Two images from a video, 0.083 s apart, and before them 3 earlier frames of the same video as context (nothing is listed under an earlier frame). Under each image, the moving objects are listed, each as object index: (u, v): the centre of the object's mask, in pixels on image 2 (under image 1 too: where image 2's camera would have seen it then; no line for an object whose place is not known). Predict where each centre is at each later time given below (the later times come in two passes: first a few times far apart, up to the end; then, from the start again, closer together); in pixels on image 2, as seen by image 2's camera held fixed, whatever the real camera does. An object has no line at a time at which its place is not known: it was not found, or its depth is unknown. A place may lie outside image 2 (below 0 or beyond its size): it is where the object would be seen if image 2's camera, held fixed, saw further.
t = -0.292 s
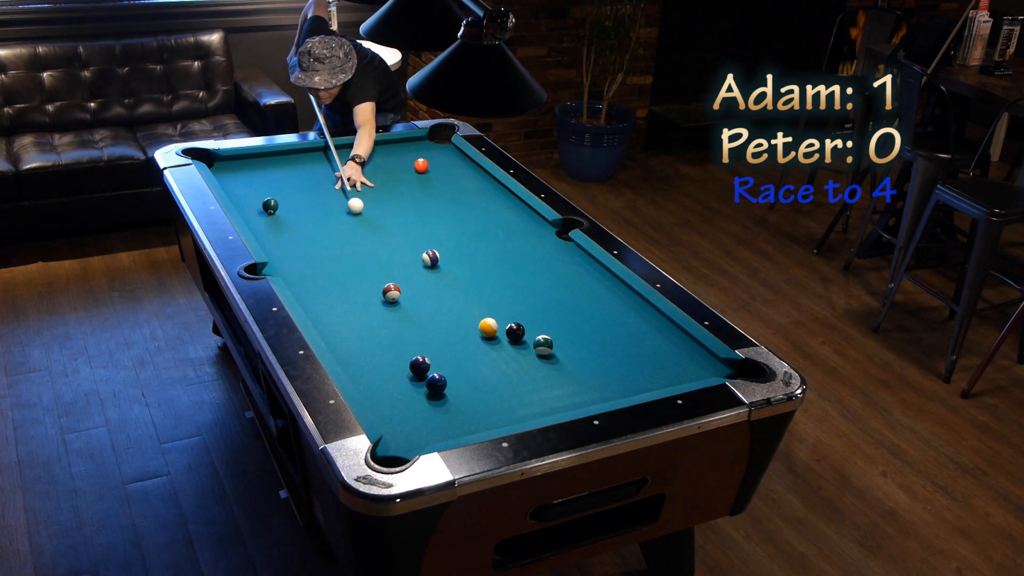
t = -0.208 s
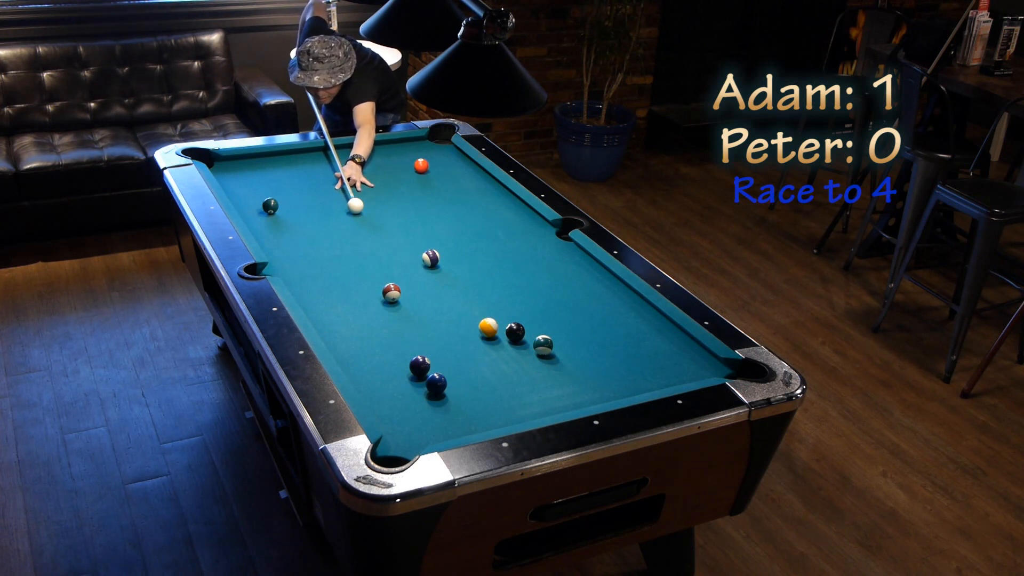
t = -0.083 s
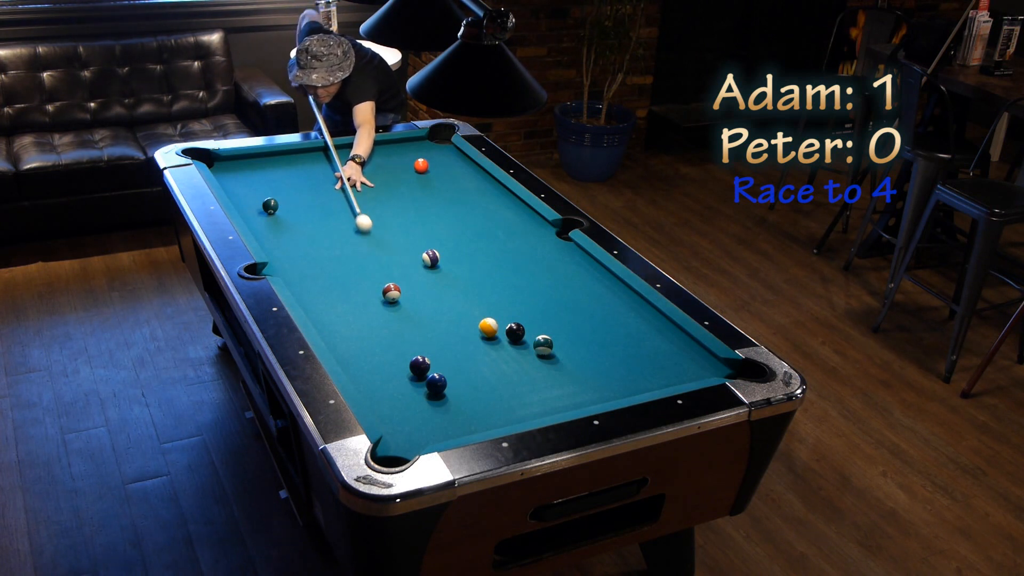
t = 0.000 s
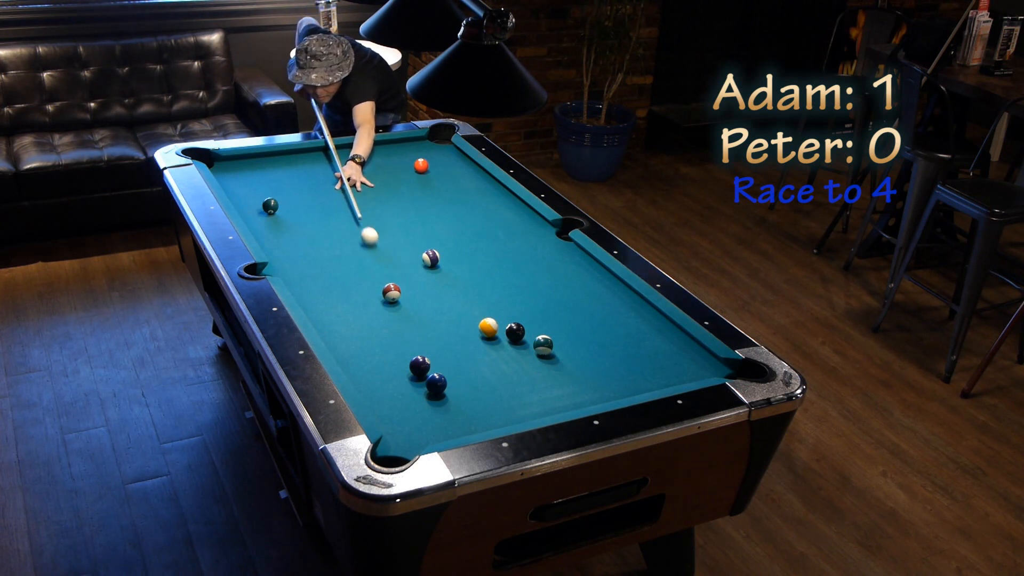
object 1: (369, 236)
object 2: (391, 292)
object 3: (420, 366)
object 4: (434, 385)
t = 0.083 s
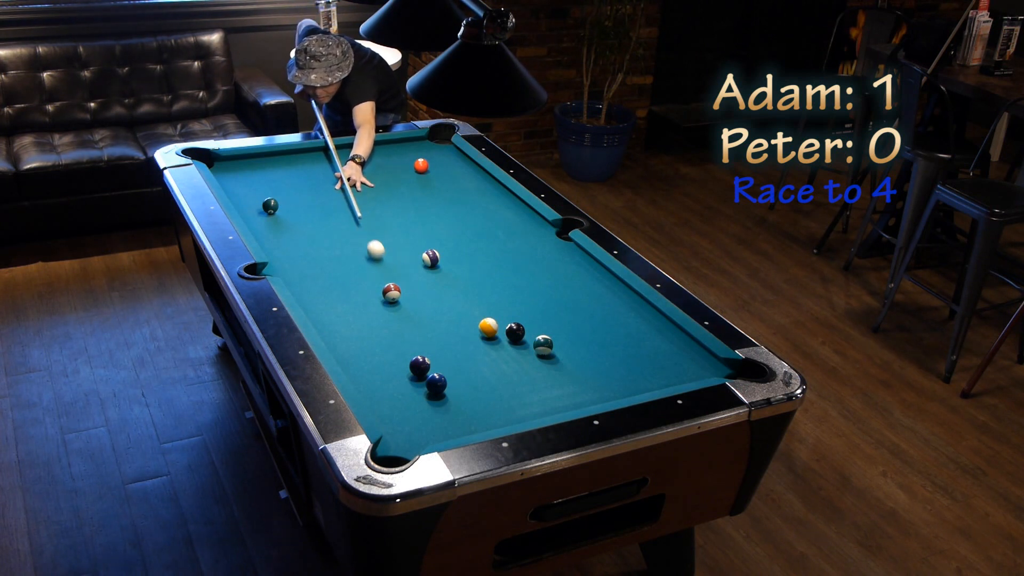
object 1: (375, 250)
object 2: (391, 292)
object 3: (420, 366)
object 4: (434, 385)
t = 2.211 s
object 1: (487, 353)
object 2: (454, 430)
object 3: (499, 380)
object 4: (443, 393)
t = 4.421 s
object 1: (508, 371)
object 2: (458, 409)
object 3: (521, 387)
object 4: (443, 394)
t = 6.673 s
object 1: (508, 371)
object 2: (458, 409)
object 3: (521, 387)
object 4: (443, 394)
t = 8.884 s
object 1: (508, 371)
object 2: (458, 409)
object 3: (521, 387)
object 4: (443, 393)
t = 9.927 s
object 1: (508, 371)
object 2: (458, 409)
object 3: (521, 387)
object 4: (443, 394)
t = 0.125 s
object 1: (379, 257)
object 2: (391, 292)
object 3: (420, 366)
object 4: (434, 385)
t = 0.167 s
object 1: (382, 264)
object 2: (391, 292)
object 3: (420, 366)
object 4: (434, 385)
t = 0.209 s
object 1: (385, 271)
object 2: (391, 292)
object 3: (420, 366)
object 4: (434, 385)
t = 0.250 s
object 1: (388, 276)
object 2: (391, 292)
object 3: (420, 366)
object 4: (434, 385)
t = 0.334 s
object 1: (394, 284)
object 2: (393, 302)
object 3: (420, 366)
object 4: (434, 385)
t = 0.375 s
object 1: (396, 285)
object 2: (394, 309)
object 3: (420, 366)
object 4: (434, 385)
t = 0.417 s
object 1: (399, 287)
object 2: (394, 315)
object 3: (420, 366)
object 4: (434, 385)
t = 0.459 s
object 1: (401, 289)
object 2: (395, 320)
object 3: (420, 366)
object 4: (434, 385)
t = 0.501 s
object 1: (404, 291)
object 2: (396, 326)
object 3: (420, 366)
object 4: (434, 385)
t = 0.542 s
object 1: (406, 292)
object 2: (397, 331)
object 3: (420, 366)
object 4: (434, 385)
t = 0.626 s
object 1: (411, 296)
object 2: (398, 343)
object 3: (420, 366)
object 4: (434, 385)
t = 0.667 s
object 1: (414, 298)
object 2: (399, 348)
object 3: (420, 366)
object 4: (434, 385)
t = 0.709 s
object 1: (416, 300)
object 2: (400, 355)
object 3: (420, 366)
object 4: (434, 385)
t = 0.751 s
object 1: (419, 301)
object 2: (401, 360)
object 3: (420, 366)
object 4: (434, 385)
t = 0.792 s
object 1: (421, 303)
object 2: (398, 364)
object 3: (424, 367)
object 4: (434, 385)
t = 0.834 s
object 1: (423, 305)
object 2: (394, 369)
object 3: (426, 368)
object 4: (434, 385)
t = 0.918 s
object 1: (428, 308)
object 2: (388, 378)
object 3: (433, 368)
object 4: (434, 384)
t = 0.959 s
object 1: (430, 310)
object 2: (385, 382)
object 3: (437, 369)
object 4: (434, 385)
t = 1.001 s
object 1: (433, 311)
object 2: (381, 388)
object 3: (440, 369)
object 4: (436, 385)
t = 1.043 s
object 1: (435, 313)
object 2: (379, 392)
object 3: (443, 370)
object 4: (437, 386)
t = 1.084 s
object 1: (437, 315)
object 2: (375, 396)
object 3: (446, 371)
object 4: (437, 387)
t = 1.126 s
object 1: (440, 316)
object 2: (372, 401)
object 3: (449, 372)
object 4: (437, 387)
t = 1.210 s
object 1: (444, 319)
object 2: (379, 406)
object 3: (453, 374)
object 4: (438, 389)
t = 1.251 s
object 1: (446, 321)
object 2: (382, 407)
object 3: (456, 375)
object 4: (439, 389)
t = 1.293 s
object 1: (448, 322)
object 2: (387, 408)
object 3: (458, 375)
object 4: (439, 389)
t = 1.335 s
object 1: (450, 324)
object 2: (391, 410)
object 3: (461, 375)
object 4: (440, 390)
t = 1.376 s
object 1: (452, 326)
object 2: (395, 412)
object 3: (463, 375)
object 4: (440, 390)
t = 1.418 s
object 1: (454, 327)
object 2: (399, 413)
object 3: (466, 376)
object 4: (441, 390)
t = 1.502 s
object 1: (458, 330)
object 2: (406, 416)
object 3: (470, 376)
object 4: (441, 391)
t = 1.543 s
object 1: (460, 331)
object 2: (410, 418)
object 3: (472, 376)
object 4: (442, 392)
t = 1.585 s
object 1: (462, 333)
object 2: (414, 420)
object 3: (474, 376)
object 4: (442, 392)
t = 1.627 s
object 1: (464, 334)
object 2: (417, 421)
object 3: (476, 377)
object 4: (442, 392)
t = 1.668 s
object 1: (466, 336)
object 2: (421, 423)
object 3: (478, 377)
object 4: (443, 392)
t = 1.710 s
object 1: (468, 337)
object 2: (424, 425)
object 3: (480, 377)
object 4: (443, 392)
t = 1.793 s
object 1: (471, 340)
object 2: (431, 427)
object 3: (484, 378)
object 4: (443, 393)
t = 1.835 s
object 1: (473, 342)
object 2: (435, 429)
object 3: (486, 378)
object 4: (443, 393)
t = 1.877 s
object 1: (475, 343)
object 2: (438, 430)
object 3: (487, 378)
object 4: (443, 393)
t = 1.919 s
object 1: (476, 344)
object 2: (441, 431)
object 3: (489, 378)
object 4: (443, 393)
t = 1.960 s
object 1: (478, 346)
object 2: (444, 432)
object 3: (491, 379)
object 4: (443, 393)
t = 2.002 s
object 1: (479, 347)
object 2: (447, 433)
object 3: (492, 379)
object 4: (443, 393)
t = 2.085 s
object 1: (483, 349)
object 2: (451, 432)
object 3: (495, 380)
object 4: (443, 393)
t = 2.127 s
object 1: (484, 351)
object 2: (452, 431)
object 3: (496, 380)
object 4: (443, 393)
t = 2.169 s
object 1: (486, 352)
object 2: (453, 430)
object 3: (498, 380)
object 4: (443, 393)
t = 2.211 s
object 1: (487, 353)
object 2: (454, 430)
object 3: (499, 380)
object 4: (443, 393)
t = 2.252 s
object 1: (489, 354)
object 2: (454, 429)
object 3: (500, 380)
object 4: (443, 393)
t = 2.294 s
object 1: (490, 356)
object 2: (455, 428)
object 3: (501, 380)
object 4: (443, 393)
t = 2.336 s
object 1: (491, 357)
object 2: (455, 427)
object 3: (502, 381)
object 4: (443, 393)
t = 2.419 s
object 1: (494, 359)
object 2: (456, 426)
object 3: (505, 381)
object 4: (443, 393)
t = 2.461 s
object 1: (495, 360)
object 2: (457, 425)
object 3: (506, 381)
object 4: (443, 393)
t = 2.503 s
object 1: (496, 361)
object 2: (457, 424)
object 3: (507, 381)
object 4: (443, 393)
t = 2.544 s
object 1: (498, 362)
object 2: (457, 423)
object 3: (507, 382)
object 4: (443, 393)
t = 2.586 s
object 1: (499, 363)
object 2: (458, 422)
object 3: (508, 381)
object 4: (443, 393)
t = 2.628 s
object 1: (500, 364)
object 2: (458, 421)
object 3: (509, 382)
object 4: (443, 393)
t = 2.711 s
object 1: (502, 365)
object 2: (458, 420)
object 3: (510, 381)
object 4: (443, 393)
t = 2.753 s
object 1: (503, 366)
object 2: (458, 419)
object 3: (511, 382)
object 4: (443, 393)
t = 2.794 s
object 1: (504, 366)
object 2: (458, 418)
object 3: (511, 382)
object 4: (443, 393)
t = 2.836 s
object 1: (504, 367)
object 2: (458, 417)
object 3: (512, 382)
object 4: (443, 393)
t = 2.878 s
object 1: (505, 368)
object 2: (458, 416)
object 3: (512, 382)
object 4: (443, 393)
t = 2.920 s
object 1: (506, 368)
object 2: (458, 415)
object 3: (513, 383)
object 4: (443, 393)
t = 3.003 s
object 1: (506, 369)
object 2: (458, 414)
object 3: (514, 383)
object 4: (443, 393)
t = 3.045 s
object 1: (507, 369)
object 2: (458, 414)
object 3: (515, 384)
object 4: (443, 393)
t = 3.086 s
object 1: (507, 369)
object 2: (458, 414)
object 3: (516, 384)
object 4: (443, 393)
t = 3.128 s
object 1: (507, 370)
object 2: (458, 412)
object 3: (516, 384)
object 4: (443, 393)
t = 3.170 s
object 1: (507, 370)
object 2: (458, 412)
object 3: (517, 385)
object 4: (443, 393)
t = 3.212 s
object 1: (508, 370)
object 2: (458, 412)
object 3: (517, 385)
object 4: (443, 393)
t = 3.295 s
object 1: (508, 370)
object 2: (457, 411)
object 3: (518, 386)
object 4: (443, 393)
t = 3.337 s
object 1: (508, 371)
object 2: (457, 411)
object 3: (518, 386)
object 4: (443, 393)
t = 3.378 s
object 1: (508, 371)
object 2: (457, 411)
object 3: (519, 386)
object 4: (443, 393)
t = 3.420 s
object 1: (508, 371)
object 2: (457, 410)
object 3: (519, 387)
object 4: (443, 393)
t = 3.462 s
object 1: (508, 371)
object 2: (457, 410)
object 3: (520, 387)
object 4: (443, 393)
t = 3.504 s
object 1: (508, 371)
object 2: (457, 410)
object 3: (520, 387)
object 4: (443, 393)
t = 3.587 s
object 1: (508, 371)
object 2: (457, 409)
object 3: (521, 387)
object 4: (443, 394)
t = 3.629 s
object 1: (508, 371)
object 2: (458, 409)
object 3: (521, 387)
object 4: (443, 394)
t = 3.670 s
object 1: (508, 371)
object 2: (458, 409)
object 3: (521, 387)
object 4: (443, 394)
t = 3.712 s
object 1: (508, 371)
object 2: (458, 409)
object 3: (521, 388)
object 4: (443, 394)
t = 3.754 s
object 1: (508, 371)
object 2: (458, 409)
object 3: (521, 387)
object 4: (443, 394)
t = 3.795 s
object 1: (508, 371)
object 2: (458, 409)
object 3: (521, 387)
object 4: (443, 394)
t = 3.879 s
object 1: (508, 371)
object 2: (458, 409)
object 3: (521, 387)
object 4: (443, 394)
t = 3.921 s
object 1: (508, 371)
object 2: (458, 409)
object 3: (521, 387)
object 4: (443, 394)
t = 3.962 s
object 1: (508, 371)
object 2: (458, 409)
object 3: (521, 387)
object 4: (443, 394)
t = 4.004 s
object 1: (508, 371)
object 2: (458, 409)
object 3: (521, 387)
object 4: (443, 394)
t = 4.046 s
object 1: (508, 371)
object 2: (458, 409)
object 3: (521, 387)
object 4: (443, 394)
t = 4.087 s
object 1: (508, 371)
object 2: (458, 409)
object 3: (521, 387)
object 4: (443, 394)
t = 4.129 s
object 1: (508, 371)
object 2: (458, 409)
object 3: (521, 387)
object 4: (443, 394)
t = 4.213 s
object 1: (508, 371)
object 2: (458, 409)
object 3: (521, 387)
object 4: (443, 394)
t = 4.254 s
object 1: (508, 371)
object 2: (458, 409)
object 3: (521, 387)
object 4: (443, 394)
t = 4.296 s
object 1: (508, 371)
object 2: (458, 409)
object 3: (521, 387)
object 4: (443, 394)
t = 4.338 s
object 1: (508, 371)
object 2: (458, 409)
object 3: (521, 387)
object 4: (443, 394)
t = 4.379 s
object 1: (508, 371)
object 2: (458, 409)
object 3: (521, 387)
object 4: (443, 394)
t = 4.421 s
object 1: (508, 371)
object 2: (458, 409)
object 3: (521, 387)
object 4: (443, 394)
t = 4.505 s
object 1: (508, 371)
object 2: (458, 409)
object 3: (521, 387)
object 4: (443, 394)
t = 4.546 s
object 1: (508, 371)
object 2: (458, 409)
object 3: (521, 387)
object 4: (443, 394)
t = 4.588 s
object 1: (508, 371)
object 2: (458, 409)
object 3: (521, 387)
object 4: (443, 394)
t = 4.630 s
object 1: (508, 371)
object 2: (458, 409)
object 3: (521, 387)
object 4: (443, 394)
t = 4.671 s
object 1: (508, 371)
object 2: (458, 409)
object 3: (521, 387)
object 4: (443, 394)
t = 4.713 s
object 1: (508, 371)
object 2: (458, 409)
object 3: (521, 387)
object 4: (443, 394)
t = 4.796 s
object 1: (508, 371)
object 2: (458, 409)
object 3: (521, 387)
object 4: (443, 394)
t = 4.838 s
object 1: (508, 371)
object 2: (458, 409)
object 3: (521, 387)
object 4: (443, 394)
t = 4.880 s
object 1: (508, 371)
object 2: (458, 409)
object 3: (521, 387)
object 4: (443, 394)
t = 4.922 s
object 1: (508, 371)
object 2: (458, 409)
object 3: (521, 387)
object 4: (443, 394)
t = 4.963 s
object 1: (508, 371)
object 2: (458, 409)
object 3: (521, 387)
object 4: (443, 394)
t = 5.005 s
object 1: (508, 371)
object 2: (458, 409)
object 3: (521, 387)
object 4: (443, 394)
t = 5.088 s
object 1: (508, 371)
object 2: (458, 409)
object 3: (521, 387)
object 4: (443, 394)
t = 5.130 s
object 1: (508, 371)
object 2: (458, 409)
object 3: (521, 387)
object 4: (443, 394)
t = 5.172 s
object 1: (508, 371)
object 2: (458, 409)
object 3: (521, 387)
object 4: (443, 394)
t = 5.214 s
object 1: (508, 371)
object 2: (458, 409)
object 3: (521, 387)
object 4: (443, 394)
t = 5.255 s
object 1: (508, 371)
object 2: (458, 409)
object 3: (521, 387)
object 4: (443, 394)
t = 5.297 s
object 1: (508, 371)
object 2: (458, 409)
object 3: (521, 387)
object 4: (443, 394)
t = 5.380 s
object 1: (508, 371)
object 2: (458, 409)
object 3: (521, 387)
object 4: (443, 394)
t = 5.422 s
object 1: (508, 371)
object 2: (458, 409)
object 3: (521, 387)
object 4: (443, 394)
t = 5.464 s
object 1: (508, 371)
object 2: (458, 409)
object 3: (521, 387)
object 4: (443, 394)
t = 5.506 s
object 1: (508, 371)
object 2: (458, 409)
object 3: (521, 387)
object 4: (443, 394)
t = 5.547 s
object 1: (508, 371)
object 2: (458, 409)
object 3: (521, 388)
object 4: (443, 394)
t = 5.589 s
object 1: (508, 371)
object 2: (458, 409)
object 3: (521, 387)
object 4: (443, 394)
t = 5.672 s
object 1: (508, 371)
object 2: (458, 409)
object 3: (521, 388)
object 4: (443, 394)
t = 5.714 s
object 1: (508, 371)
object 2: (458, 409)
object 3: (521, 387)
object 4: (443, 394)
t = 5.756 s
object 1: (508, 371)
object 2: (458, 409)
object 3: (521, 387)
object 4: (443, 394)
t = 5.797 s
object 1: (508, 371)
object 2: (458, 409)
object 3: (521, 387)
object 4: (443, 394)
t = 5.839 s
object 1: (508, 371)
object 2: (458, 409)
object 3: (521, 388)
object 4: (443, 394)
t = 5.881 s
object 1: (508, 371)
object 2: (458, 409)
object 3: (521, 387)
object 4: (443, 394)
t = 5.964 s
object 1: (508, 371)
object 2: (458, 409)
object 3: (521, 387)
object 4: (443, 394)
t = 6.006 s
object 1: (508, 371)
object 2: (458, 409)
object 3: (521, 388)
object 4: (443, 394)
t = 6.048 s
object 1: (508, 371)
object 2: (458, 409)
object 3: (521, 388)
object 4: (443, 394)
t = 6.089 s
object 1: (508, 371)
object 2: (458, 409)
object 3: (521, 387)
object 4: (443, 394)
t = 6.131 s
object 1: (508, 371)
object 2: (458, 409)
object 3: (521, 387)
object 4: (443, 394)
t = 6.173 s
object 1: (508, 371)
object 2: (458, 409)
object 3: (521, 388)
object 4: (443, 394)
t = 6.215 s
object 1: (508, 371)
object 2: (458, 409)
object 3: (521, 388)
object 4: (443, 394)
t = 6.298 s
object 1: (508, 371)
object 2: (458, 409)
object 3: (521, 388)
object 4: (443, 394)
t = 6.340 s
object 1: (508, 371)
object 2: (458, 409)
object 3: (521, 387)
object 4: (443, 394)
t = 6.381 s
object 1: (508, 371)
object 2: (458, 409)
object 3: (521, 388)
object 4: (443, 394)
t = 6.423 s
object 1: (508, 371)
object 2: (458, 409)
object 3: (521, 388)
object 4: (443, 394)
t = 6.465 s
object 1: (508, 371)
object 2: (458, 409)
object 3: (521, 388)
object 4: (443, 394)
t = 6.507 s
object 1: (508, 371)
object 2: (458, 409)
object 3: (521, 388)
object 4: (443, 394)
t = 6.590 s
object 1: (508, 371)
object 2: (458, 409)
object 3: (521, 387)
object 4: (443, 394)
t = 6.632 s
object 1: (508, 371)
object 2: (458, 409)
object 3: (521, 387)
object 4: (443, 394)
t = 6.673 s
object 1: (508, 371)
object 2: (458, 409)
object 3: (521, 387)
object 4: (443, 394)
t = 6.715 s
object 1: (508, 371)
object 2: (458, 409)
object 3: (521, 387)
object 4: (443, 394)
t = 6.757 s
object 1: (508, 371)
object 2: (458, 409)
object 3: (521, 387)
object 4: (443, 394)
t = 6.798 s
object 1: (508, 371)
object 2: (458, 409)
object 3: (521, 387)
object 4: (443, 394)
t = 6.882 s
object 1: (508, 371)
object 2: (458, 409)
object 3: (521, 387)
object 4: (443, 394)
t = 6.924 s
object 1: (508, 371)
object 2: (458, 409)
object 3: (521, 387)
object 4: (443, 394)
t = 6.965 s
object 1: (508, 371)
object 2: (458, 409)
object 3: (521, 387)
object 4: (443, 393)
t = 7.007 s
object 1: (508, 371)
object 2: (458, 409)
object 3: (521, 387)
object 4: (443, 393)
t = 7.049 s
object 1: (508, 371)
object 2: (458, 409)
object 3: (521, 387)
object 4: (443, 394)
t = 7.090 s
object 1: (508, 371)
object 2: (458, 409)
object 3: (521, 387)
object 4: (443, 393)
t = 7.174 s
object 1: (508, 371)
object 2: (458, 409)
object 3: (521, 387)
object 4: (443, 394)
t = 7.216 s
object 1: (508, 371)
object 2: (458, 409)
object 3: (521, 387)
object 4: (443, 393)
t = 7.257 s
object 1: (508, 371)
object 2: (458, 409)
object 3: (521, 387)
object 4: (443, 393)
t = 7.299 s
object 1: (508, 371)
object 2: (458, 409)
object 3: (521, 387)
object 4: (443, 393)
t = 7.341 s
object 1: (508, 371)
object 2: (458, 409)
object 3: (521, 387)
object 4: (443, 393)
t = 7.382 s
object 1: (508, 371)
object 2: (458, 409)
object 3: (521, 387)
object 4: (443, 393)
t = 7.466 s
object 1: (508, 371)
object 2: (458, 409)
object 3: (521, 387)
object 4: (443, 393)
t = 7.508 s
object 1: (508, 371)
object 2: (458, 409)
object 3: (521, 387)
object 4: (443, 393)
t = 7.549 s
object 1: (508, 371)
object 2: (458, 409)
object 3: (521, 387)
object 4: (443, 393)
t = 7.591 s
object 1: (508, 371)
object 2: (458, 408)
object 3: (521, 387)
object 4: (443, 393)
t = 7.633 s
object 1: (508, 371)
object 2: (458, 409)
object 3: (521, 387)
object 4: (443, 393)
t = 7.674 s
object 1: (508, 371)
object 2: (458, 409)
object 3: (521, 387)
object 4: (443, 393)
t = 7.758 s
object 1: (508, 371)
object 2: (458, 409)
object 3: (521, 387)
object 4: (443, 393)
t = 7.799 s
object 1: (508, 371)
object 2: (458, 409)
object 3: (521, 387)
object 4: (443, 393)
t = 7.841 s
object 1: (508, 371)
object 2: (458, 409)
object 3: (521, 387)
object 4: (443, 393)
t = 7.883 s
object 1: (508, 371)
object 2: (458, 409)
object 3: (521, 387)
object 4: (443, 393)
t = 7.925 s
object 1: (508, 371)
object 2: (458, 409)
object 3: (521, 387)
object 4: (443, 393)
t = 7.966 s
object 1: (508, 371)
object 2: (458, 409)
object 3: (521, 387)
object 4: (443, 393)
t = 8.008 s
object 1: (508, 371)
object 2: (458, 409)
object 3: (521, 387)
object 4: (443, 393)
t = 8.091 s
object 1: (508, 371)
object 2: (458, 409)
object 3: (521, 387)
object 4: (443, 393)
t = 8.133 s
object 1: (508, 371)
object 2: (458, 409)
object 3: (521, 387)
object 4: (443, 393)
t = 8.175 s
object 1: (508, 371)
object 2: (458, 409)
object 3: (521, 387)
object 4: (443, 393)
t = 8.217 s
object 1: (508, 371)
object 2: (458, 409)
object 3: (521, 387)
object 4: (443, 393)
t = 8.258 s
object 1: (508, 371)
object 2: (458, 409)
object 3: (521, 387)
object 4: (443, 393)
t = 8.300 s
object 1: (508, 371)
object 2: (458, 409)
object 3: (521, 387)
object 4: (443, 393)
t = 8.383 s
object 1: (508, 371)
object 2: (458, 409)
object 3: (521, 387)
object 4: (443, 393)
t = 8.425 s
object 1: (508, 371)
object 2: (458, 409)
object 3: (521, 387)
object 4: (443, 393)
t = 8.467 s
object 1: (508, 371)
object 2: (458, 409)
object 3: (521, 387)
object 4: (443, 393)
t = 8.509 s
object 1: (508, 371)
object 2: (458, 409)
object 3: (521, 387)
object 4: (443, 393)
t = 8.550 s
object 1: (508, 371)
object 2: (458, 409)
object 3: (521, 387)
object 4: (443, 393)
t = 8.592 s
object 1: (508, 371)
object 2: (458, 409)
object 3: (521, 387)
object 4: (443, 393)
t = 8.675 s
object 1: (508, 371)
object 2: (458, 409)
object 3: (521, 387)
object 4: (443, 393)
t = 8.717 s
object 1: (508, 371)
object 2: (458, 409)
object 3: (521, 387)
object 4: (443, 393)
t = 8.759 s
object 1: (508, 371)
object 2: (458, 409)
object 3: (521, 387)
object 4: (443, 393)
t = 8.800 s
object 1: (508, 371)
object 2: (458, 409)
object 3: (521, 387)
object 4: (443, 393)
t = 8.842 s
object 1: (508, 371)
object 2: (458, 409)
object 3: (521, 387)
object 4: (443, 393)
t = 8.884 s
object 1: (508, 371)
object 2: (458, 409)
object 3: (521, 387)
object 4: (443, 393)
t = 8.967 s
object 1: (508, 371)
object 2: (458, 409)
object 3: (521, 387)
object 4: (443, 393)
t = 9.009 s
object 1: (508, 371)
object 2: (458, 409)
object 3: (521, 387)
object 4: (443, 393)
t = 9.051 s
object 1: (508, 371)
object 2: (458, 409)
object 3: (521, 387)
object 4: (443, 393)
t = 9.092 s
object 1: (508, 371)
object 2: (458, 409)
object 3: (521, 387)
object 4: (443, 394)
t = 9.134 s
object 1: (508, 371)
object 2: (458, 409)
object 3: (521, 387)
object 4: (443, 394)
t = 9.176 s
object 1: (508, 371)
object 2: (458, 409)
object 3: (521, 387)
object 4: (443, 394)
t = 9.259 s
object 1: (508, 371)
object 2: (458, 409)
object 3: (521, 387)
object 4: (443, 394)
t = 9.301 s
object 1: (508, 371)
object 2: (458, 409)
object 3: (521, 387)
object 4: (443, 394)
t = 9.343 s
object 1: (508, 371)
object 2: (458, 409)
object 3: (521, 387)
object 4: (443, 394)
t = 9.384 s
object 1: (508, 371)
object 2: (458, 409)
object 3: (521, 387)
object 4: (443, 394)
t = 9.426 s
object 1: (508, 371)
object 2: (458, 409)
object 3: (521, 387)
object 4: (443, 394)
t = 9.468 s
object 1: (508, 371)
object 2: (458, 409)
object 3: (521, 387)
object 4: (443, 394)
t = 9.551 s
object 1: (508, 371)
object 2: (458, 409)
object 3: (521, 387)
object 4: (443, 394)
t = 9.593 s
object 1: (508, 371)
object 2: (458, 409)
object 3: (521, 387)
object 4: (443, 394)
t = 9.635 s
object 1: (508, 371)
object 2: (458, 409)
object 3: (521, 387)
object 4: (443, 394)
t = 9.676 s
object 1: (508, 371)
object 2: (458, 409)
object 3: (521, 387)
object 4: (443, 394)
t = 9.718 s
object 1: (508, 371)
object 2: (458, 409)
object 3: (521, 387)
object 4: (443, 394)
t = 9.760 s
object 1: (508, 371)
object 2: (458, 409)
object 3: (521, 387)
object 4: (443, 394)
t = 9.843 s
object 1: (508, 371)
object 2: (458, 409)
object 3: (521, 387)
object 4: (443, 394)
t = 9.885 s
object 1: (508, 371)
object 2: (458, 409)
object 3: (521, 387)
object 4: (443, 394)
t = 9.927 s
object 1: (508, 371)
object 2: (458, 409)
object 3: (521, 387)
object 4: (443, 394)
